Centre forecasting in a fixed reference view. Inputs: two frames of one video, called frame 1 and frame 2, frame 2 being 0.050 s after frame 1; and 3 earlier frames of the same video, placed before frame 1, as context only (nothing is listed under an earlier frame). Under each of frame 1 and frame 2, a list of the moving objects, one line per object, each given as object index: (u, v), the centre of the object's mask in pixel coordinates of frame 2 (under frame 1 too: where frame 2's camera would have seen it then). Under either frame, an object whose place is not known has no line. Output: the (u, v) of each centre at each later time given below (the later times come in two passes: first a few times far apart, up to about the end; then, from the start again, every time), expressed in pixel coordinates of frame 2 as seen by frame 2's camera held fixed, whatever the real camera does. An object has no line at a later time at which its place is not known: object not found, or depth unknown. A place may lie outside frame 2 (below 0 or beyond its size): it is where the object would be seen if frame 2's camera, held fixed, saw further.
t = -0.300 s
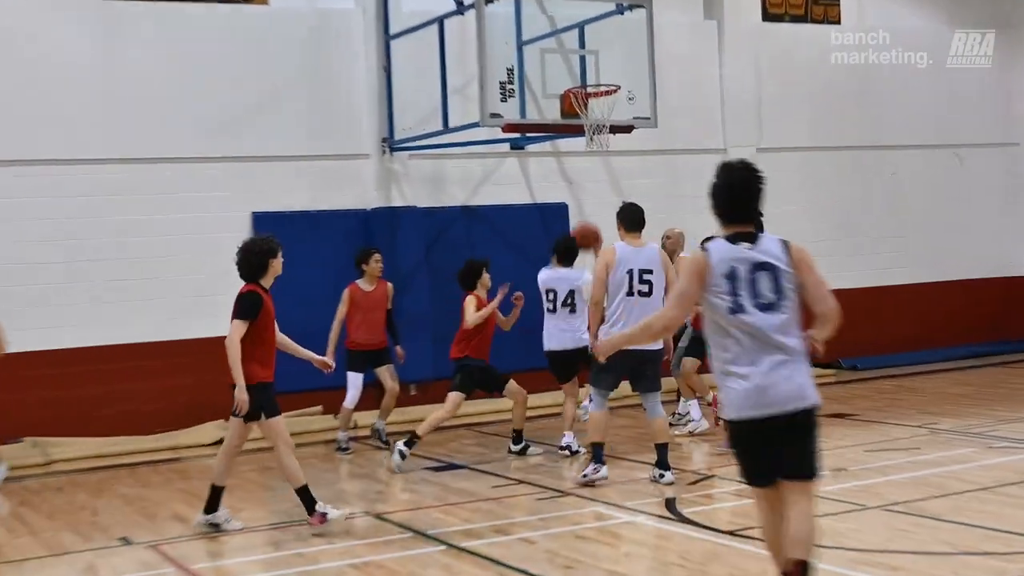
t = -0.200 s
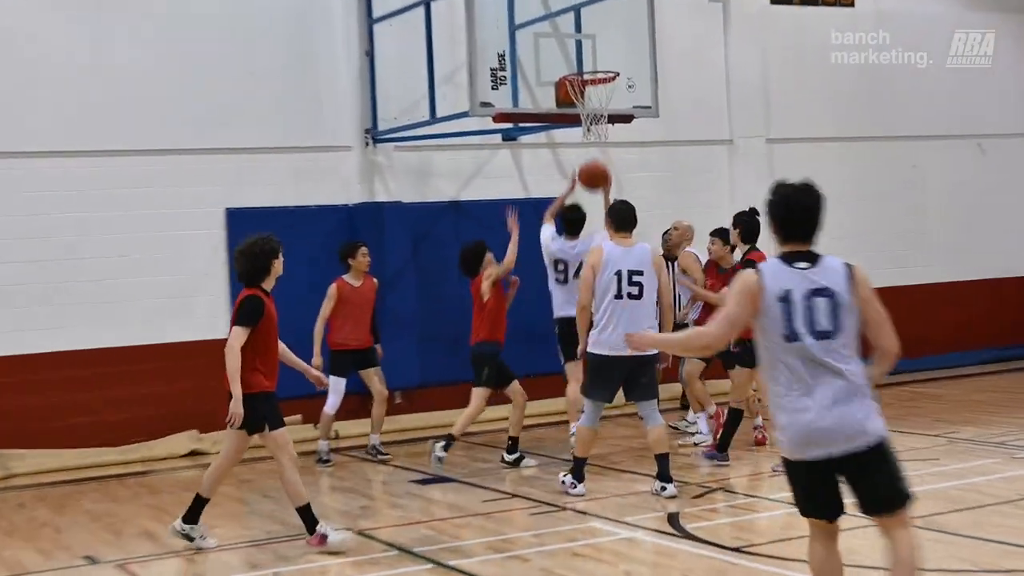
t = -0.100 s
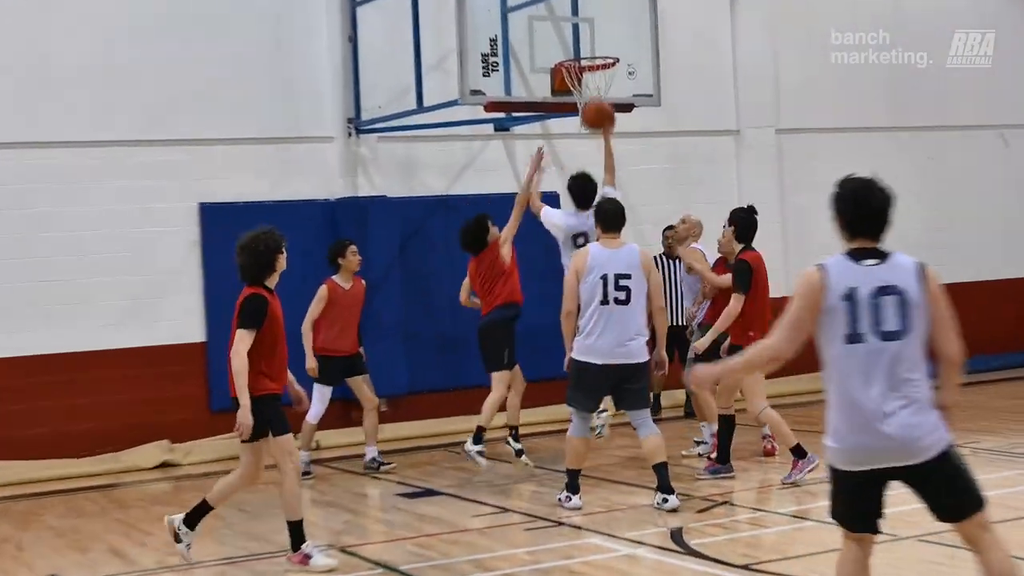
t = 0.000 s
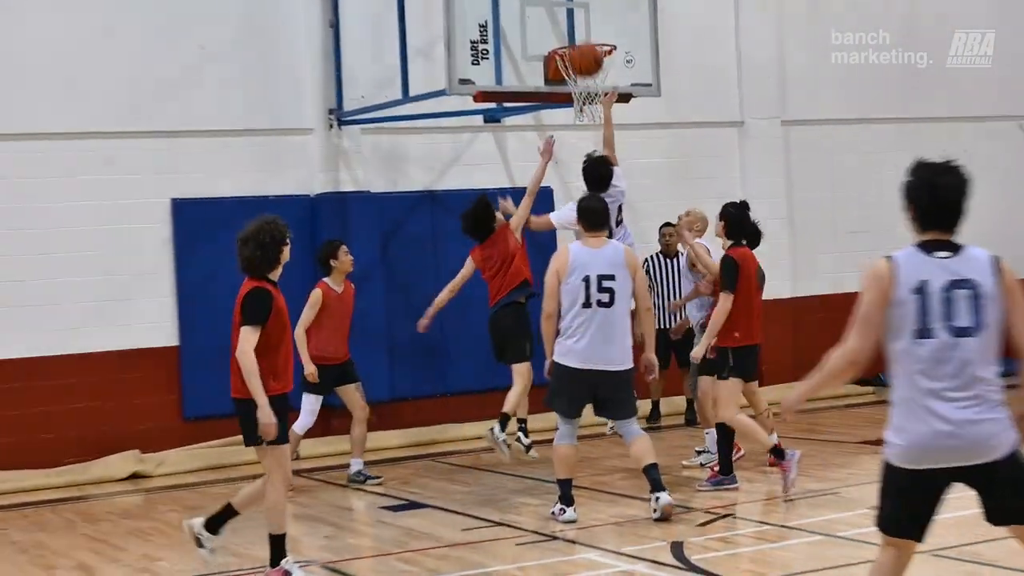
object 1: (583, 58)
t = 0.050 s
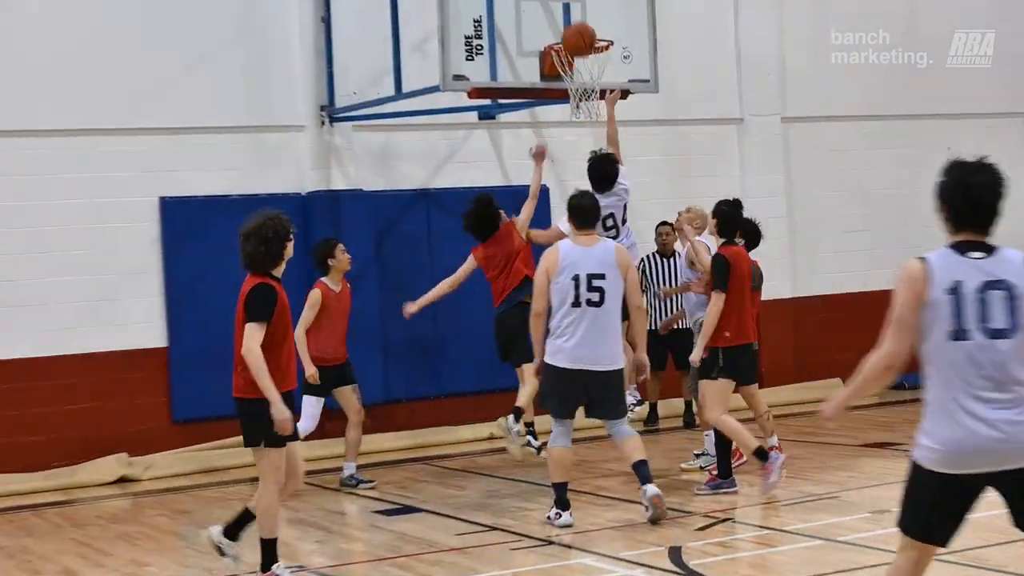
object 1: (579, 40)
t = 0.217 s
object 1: (564, 13)
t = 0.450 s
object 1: (551, 22)
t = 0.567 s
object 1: (547, 23)
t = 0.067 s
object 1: (577, 34)
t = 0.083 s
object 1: (575, 28)
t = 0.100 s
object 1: (573, 24)
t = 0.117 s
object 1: (571, 20)
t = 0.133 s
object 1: (570, 18)
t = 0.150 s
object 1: (568, 16)
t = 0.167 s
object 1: (567, 15)
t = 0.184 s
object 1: (566, 14)
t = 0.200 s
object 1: (565, 14)
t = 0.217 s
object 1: (564, 13)
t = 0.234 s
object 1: (562, 13)
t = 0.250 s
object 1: (561, 13)
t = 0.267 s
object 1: (561, 14)
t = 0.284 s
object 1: (559, 14)
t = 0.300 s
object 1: (559, 14)
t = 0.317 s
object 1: (558, 15)
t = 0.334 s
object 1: (557, 15)
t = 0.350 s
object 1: (556, 16)
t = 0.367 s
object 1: (555, 18)
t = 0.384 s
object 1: (554, 19)
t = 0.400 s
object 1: (553, 20)
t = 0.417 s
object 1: (552, 22)
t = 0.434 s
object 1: (552, 23)
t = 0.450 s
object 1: (551, 22)
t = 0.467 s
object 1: (551, 22)
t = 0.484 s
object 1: (550, 22)
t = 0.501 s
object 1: (550, 22)
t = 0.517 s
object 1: (549, 22)
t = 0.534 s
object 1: (549, 22)
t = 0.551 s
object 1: (548, 22)
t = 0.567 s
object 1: (547, 23)
